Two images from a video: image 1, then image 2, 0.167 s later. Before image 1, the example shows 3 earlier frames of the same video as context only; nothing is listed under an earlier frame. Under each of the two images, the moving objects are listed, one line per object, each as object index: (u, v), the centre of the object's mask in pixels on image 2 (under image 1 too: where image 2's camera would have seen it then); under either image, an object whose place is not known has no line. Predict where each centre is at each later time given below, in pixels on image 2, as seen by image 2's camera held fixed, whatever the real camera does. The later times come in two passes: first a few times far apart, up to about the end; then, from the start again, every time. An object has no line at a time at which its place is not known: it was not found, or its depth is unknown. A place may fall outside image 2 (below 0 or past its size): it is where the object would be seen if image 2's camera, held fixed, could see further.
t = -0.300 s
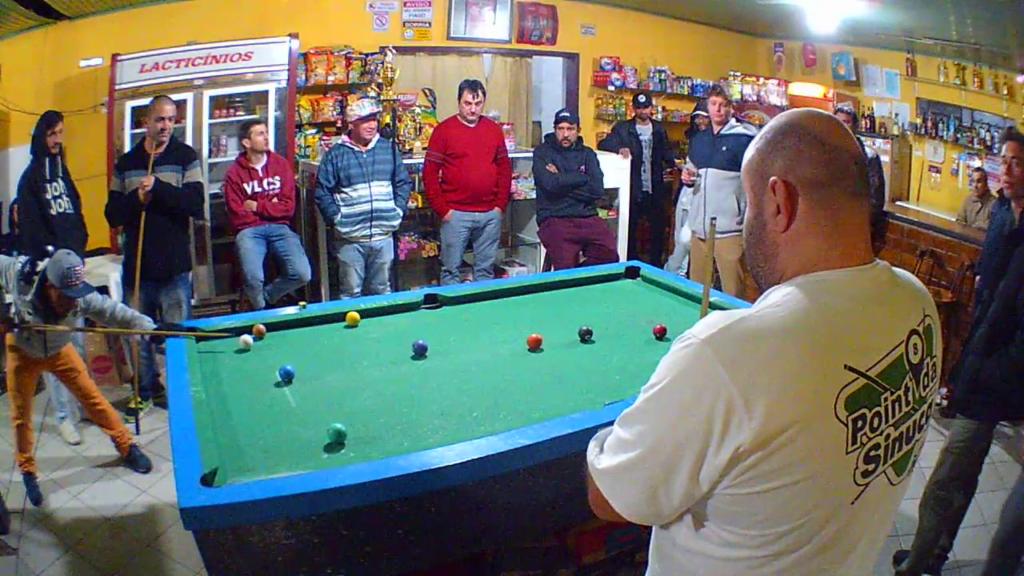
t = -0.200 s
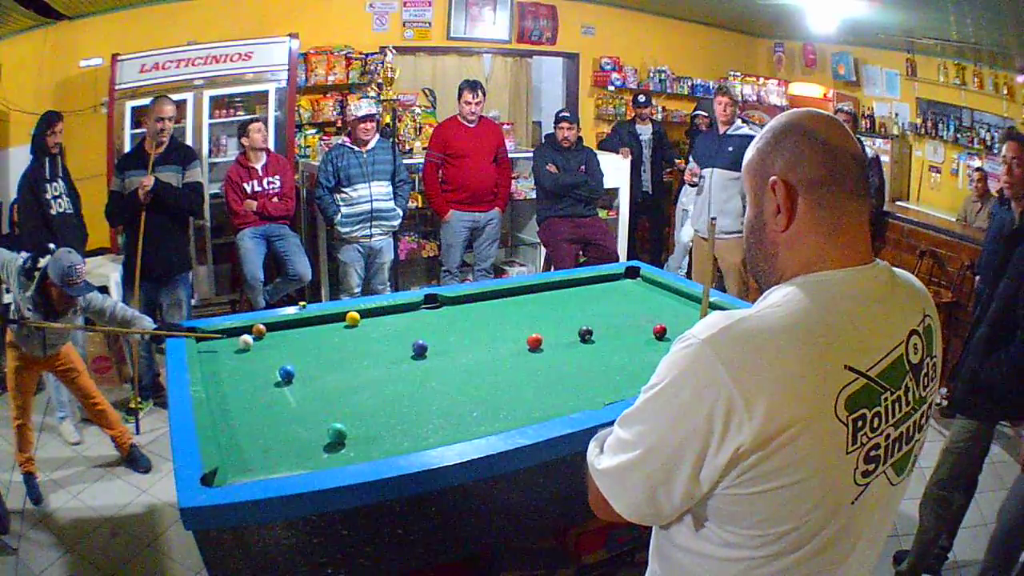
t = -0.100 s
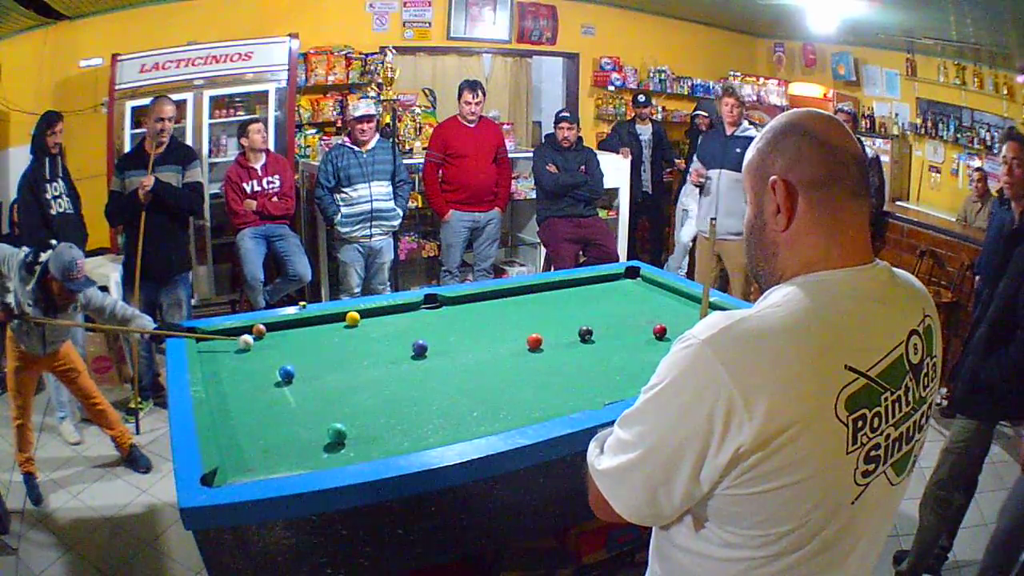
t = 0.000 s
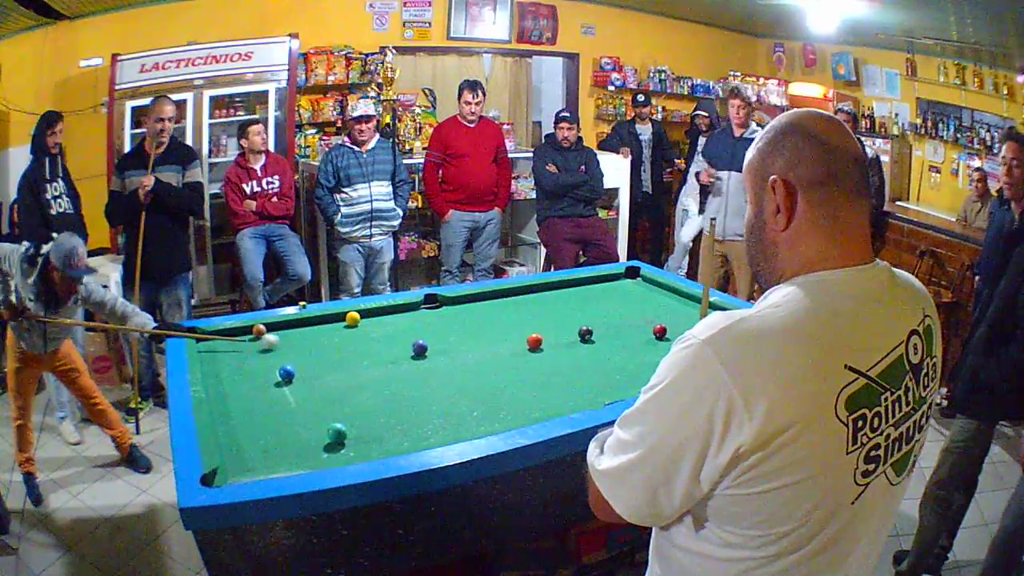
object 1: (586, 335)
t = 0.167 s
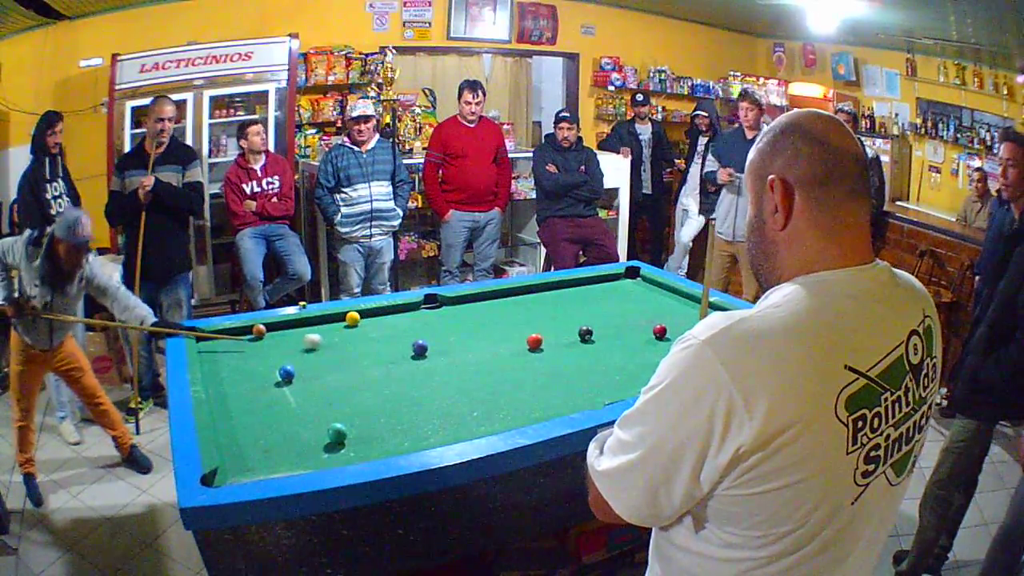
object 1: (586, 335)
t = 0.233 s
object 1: (586, 335)
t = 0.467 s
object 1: (586, 334)
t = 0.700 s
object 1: (586, 334)
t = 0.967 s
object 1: (586, 335)
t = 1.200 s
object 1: (590, 335)
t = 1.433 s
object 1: (624, 336)
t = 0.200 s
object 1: (586, 335)
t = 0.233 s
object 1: (586, 335)
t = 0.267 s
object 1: (586, 335)
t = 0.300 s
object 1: (586, 335)
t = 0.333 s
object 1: (586, 334)
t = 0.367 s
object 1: (586, 334)
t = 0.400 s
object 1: (586, 334)
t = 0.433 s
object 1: (586, 334)
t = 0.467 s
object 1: (586, 334)
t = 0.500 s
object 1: (586, 334)
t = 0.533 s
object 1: (586, 335)
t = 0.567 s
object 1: (586, 335)
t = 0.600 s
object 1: (586, 335)
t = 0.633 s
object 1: (586, 334)
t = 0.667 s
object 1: (586, 334)
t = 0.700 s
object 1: (586, 334)
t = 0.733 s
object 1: (586, 335)
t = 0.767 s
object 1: (586, 335)
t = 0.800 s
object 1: (586, 335)
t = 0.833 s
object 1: (586, 335)
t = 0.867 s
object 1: (586, 334)
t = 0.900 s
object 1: (586, 335)
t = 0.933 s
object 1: (586, 335)
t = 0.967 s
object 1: (586, 335)
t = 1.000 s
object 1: (586, 335)
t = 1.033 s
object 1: (586, 335)
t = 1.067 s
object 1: (586, 335)
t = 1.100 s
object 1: (586, 335)
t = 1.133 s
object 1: (586, 335)
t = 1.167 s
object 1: (586, 335)
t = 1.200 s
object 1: (590, 335)
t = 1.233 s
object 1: (595, 334)
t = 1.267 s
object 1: (600, 335)
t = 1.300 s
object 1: (605, 335)
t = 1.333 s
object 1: (610, 336)
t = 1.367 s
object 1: (614, 335)
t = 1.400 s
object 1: (619, 336)
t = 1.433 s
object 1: (624, 336)
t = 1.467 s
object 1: (628, 336)
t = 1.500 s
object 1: (632, 336)
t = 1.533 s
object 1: (637, 337)
